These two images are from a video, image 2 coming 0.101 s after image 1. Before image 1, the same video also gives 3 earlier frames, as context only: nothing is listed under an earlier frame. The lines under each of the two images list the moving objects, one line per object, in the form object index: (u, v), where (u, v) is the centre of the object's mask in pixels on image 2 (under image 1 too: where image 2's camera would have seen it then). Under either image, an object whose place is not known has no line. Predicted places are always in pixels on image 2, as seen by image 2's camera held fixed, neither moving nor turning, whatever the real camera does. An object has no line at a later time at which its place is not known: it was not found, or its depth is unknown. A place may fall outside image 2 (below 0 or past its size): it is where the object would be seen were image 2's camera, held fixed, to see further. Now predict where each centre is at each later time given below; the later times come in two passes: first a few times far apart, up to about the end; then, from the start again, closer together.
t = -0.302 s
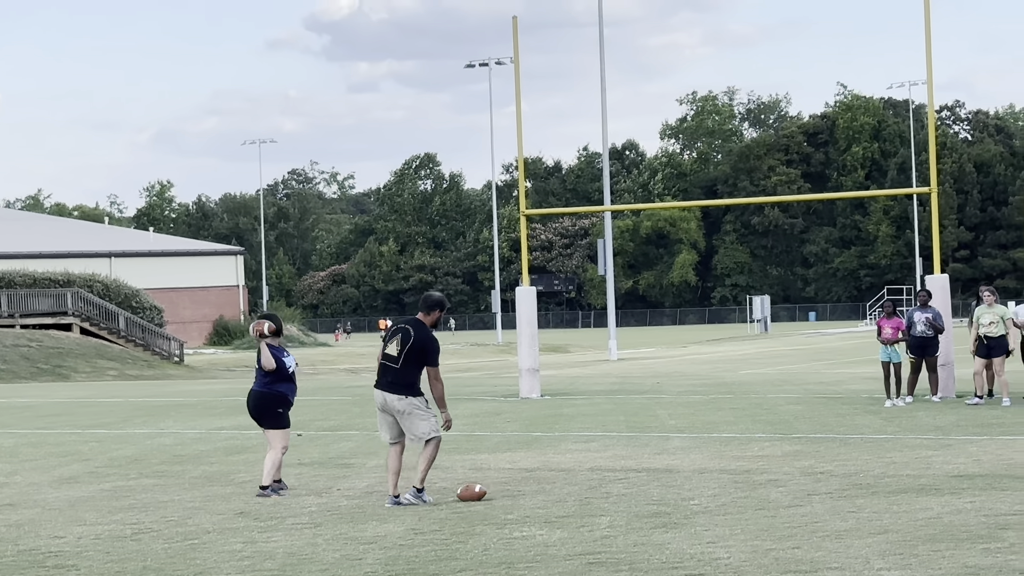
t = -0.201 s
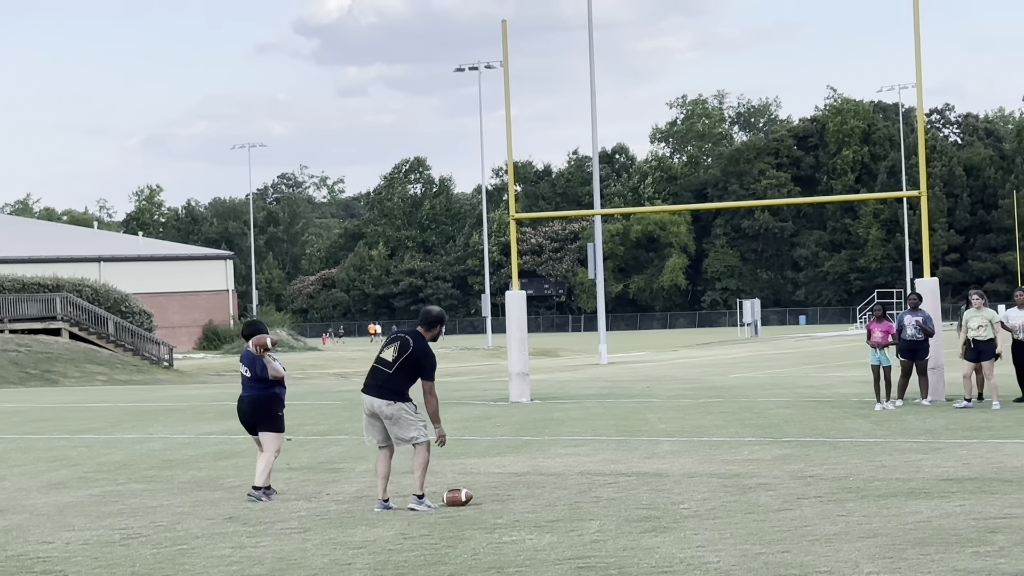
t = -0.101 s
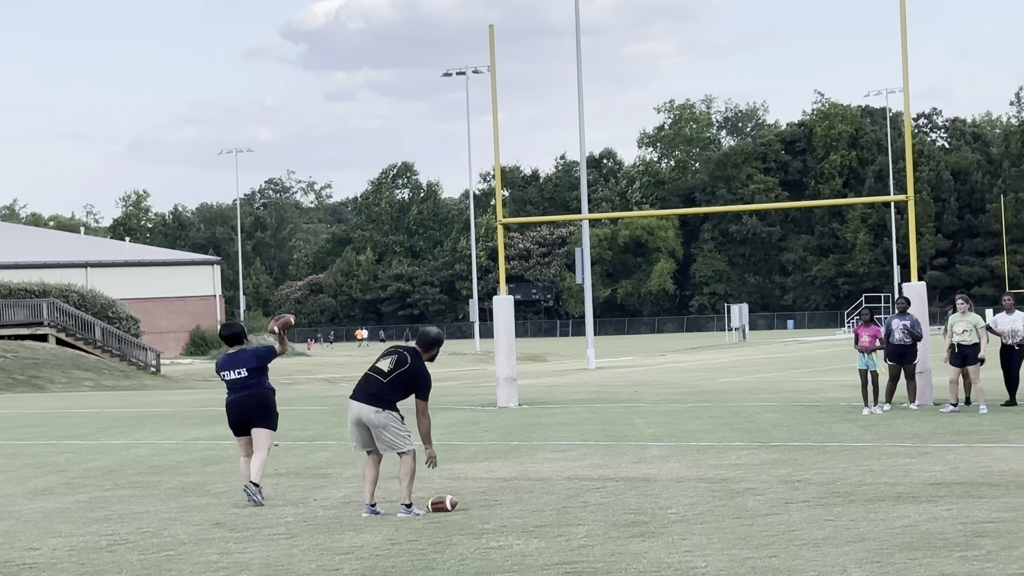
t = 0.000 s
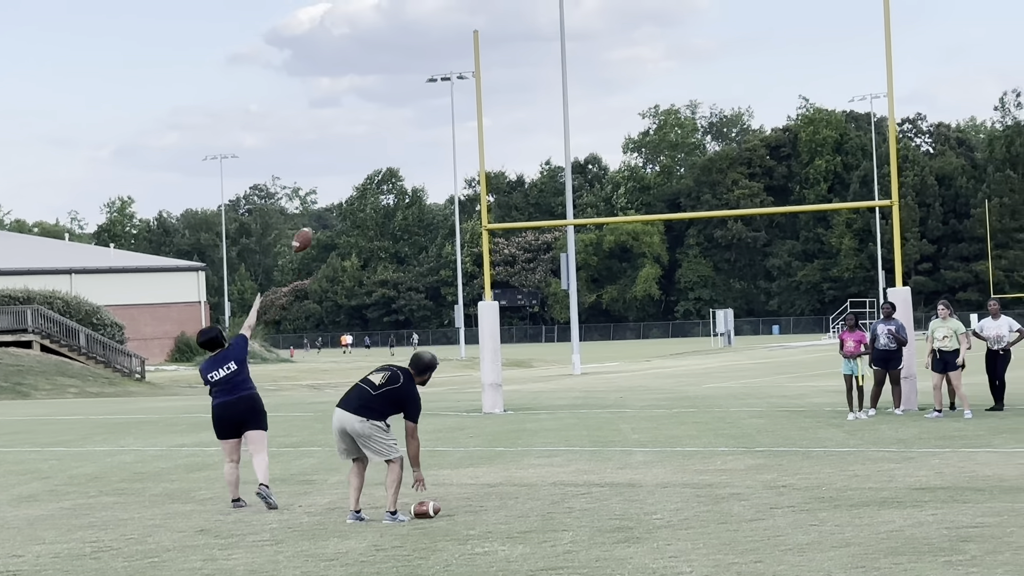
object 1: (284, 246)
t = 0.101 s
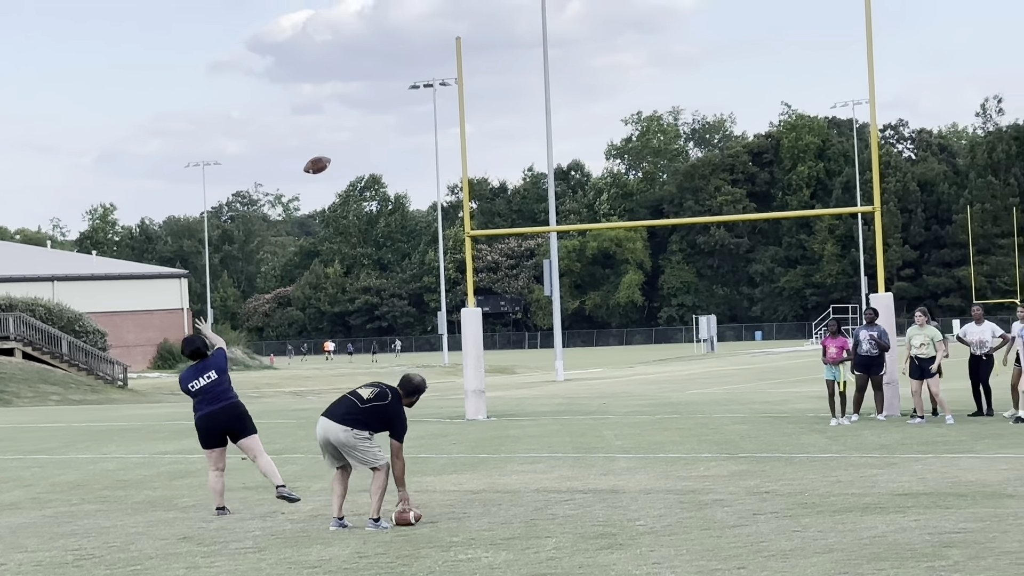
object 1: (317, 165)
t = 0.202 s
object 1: (350, 101)
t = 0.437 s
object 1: (425, 4)
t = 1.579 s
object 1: (716, 187)
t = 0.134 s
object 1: (328, 143)
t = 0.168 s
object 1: (339, 121)
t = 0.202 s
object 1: (350, 101)
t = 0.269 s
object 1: (371, 66)
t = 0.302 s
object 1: (383, 51)
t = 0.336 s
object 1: (393, 38)
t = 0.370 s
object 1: (403, 24)
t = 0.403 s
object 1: (414, 14)
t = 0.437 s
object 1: (425, 4)
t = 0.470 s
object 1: (435, -5)
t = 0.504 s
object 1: (445, -12)
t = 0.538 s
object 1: (455, -19)
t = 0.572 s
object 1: (465, -23)
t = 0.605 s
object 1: (474, -26)
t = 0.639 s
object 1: (484, -29)
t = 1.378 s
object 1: (671, 95)
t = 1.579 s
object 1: (716, 187)
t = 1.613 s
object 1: (723, 205)
